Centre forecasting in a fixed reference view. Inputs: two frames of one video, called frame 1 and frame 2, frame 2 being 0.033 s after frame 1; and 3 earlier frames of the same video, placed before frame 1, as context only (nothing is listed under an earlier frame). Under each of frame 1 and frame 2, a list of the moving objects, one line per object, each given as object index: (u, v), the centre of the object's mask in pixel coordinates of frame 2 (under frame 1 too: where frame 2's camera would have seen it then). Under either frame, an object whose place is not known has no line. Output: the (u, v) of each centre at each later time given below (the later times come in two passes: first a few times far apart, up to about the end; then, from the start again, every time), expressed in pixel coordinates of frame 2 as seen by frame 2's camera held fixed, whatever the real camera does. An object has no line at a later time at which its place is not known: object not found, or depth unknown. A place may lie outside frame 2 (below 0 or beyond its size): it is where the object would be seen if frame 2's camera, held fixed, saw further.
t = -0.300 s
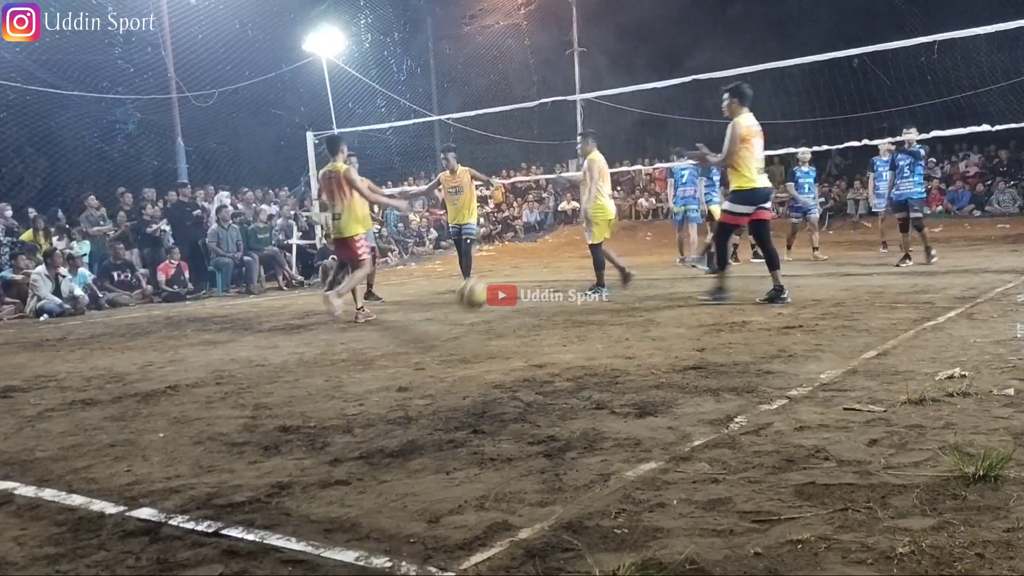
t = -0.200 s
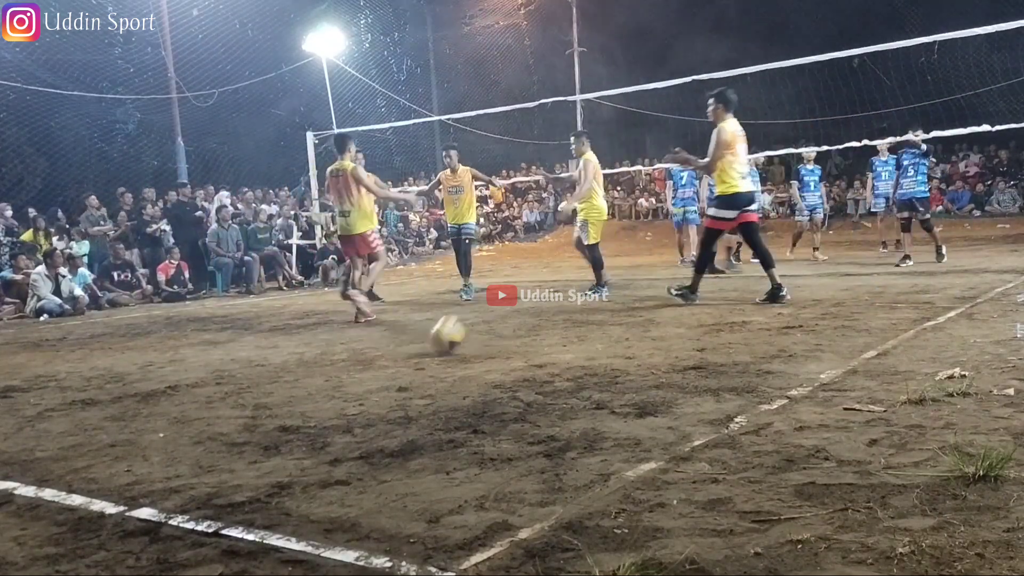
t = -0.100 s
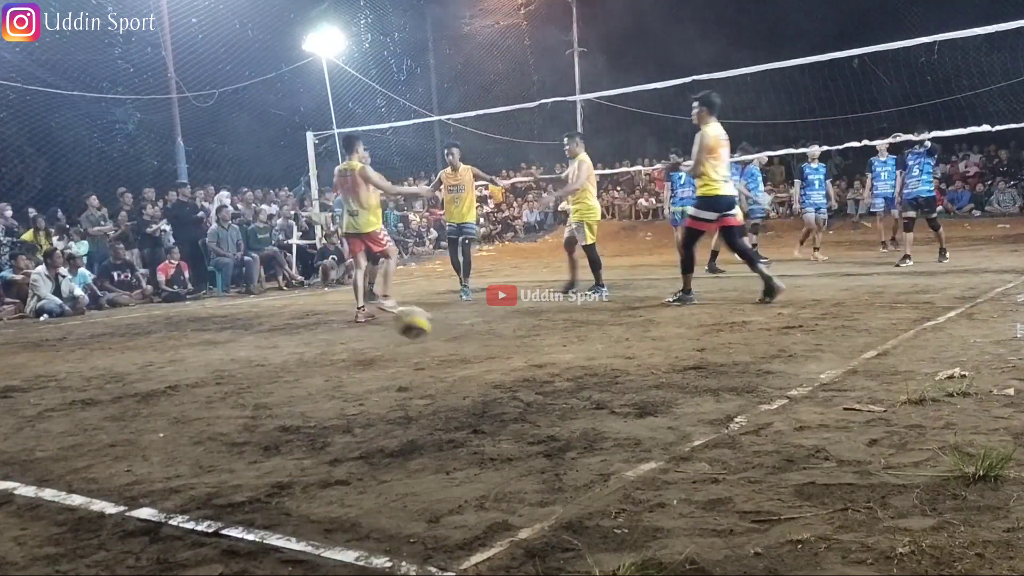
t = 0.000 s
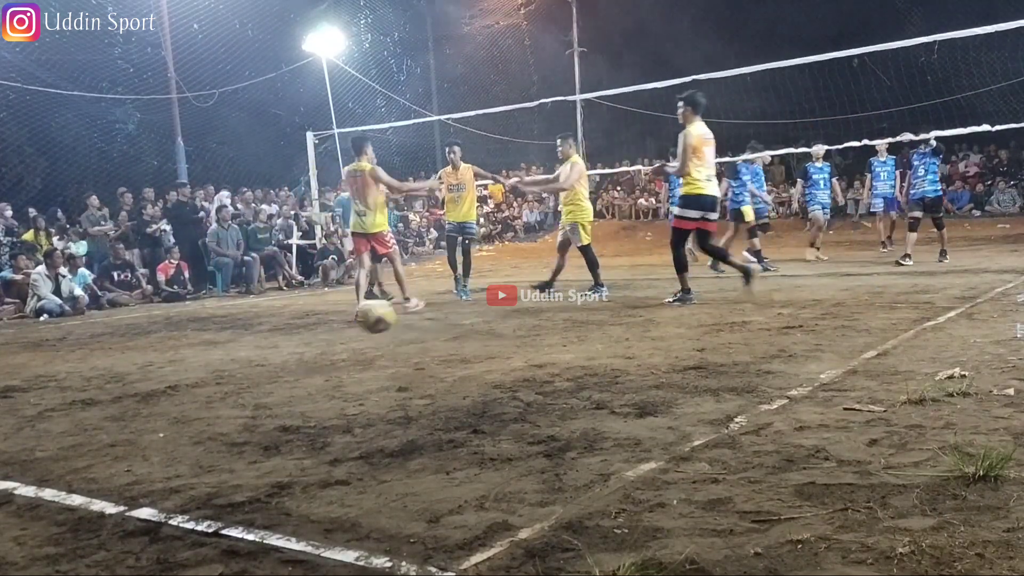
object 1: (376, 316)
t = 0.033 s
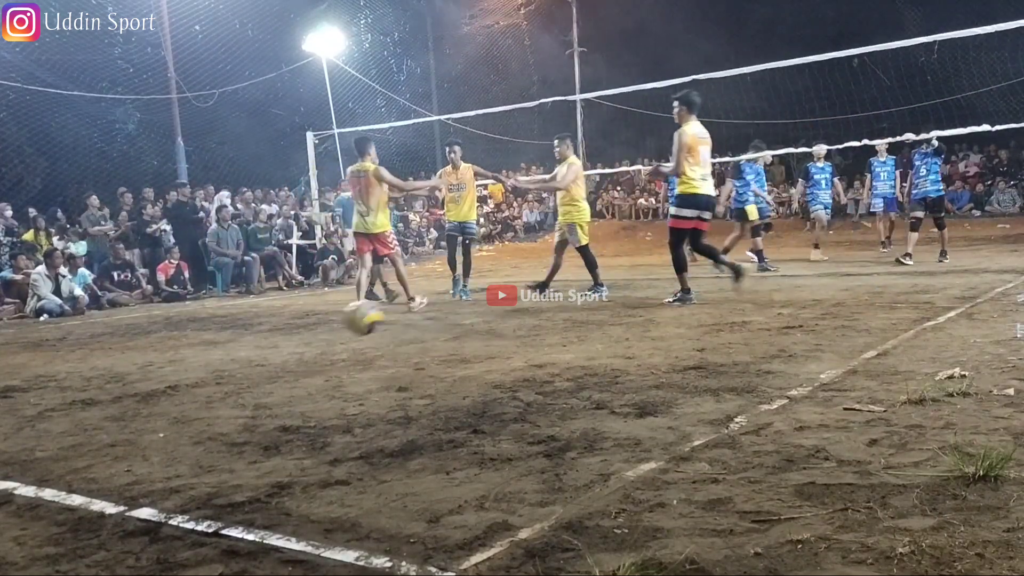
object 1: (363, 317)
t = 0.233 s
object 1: (280, 367)
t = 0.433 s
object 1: (181, 352)
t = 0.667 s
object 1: (44, 403)
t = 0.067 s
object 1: (349, 320)
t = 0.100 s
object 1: (337, 326)
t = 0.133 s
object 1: (323, 333)
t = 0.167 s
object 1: (310, 341)
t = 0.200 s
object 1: (296, 353)
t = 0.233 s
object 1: (280, 367)
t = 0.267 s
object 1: (265, 362)
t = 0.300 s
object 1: (248, 356)
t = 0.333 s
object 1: (231, 353)
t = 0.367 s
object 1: (216, 350)
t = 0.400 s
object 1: (198, 350)
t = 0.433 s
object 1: (181, 352)
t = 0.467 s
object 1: (163, 357)
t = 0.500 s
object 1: (144, 362)
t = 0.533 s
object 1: (124, 374)
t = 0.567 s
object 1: (108, 385)
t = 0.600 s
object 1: (89, 399)
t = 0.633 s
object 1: (67, 408)
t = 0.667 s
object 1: (44, 403)
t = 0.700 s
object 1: (25, 401)
